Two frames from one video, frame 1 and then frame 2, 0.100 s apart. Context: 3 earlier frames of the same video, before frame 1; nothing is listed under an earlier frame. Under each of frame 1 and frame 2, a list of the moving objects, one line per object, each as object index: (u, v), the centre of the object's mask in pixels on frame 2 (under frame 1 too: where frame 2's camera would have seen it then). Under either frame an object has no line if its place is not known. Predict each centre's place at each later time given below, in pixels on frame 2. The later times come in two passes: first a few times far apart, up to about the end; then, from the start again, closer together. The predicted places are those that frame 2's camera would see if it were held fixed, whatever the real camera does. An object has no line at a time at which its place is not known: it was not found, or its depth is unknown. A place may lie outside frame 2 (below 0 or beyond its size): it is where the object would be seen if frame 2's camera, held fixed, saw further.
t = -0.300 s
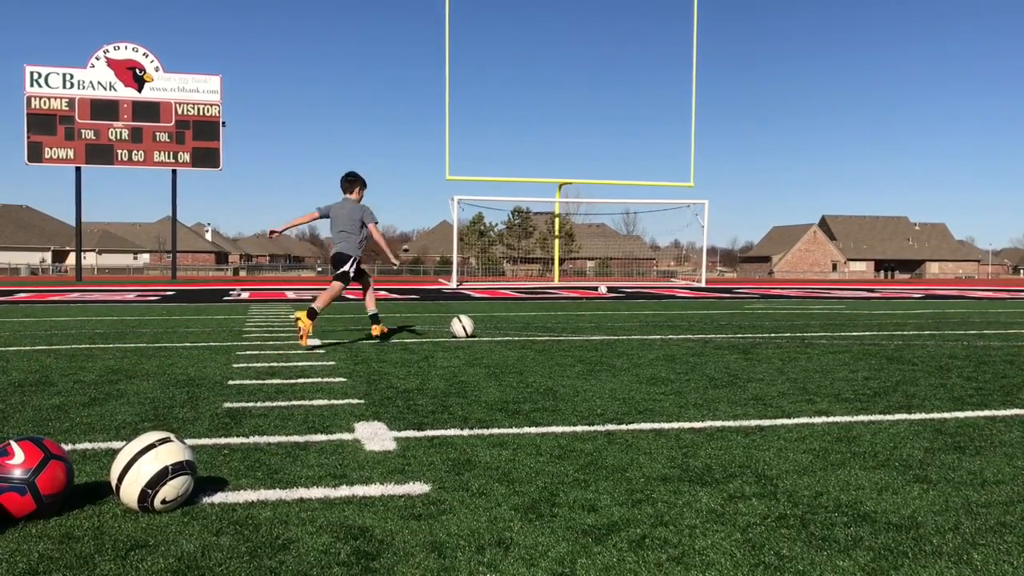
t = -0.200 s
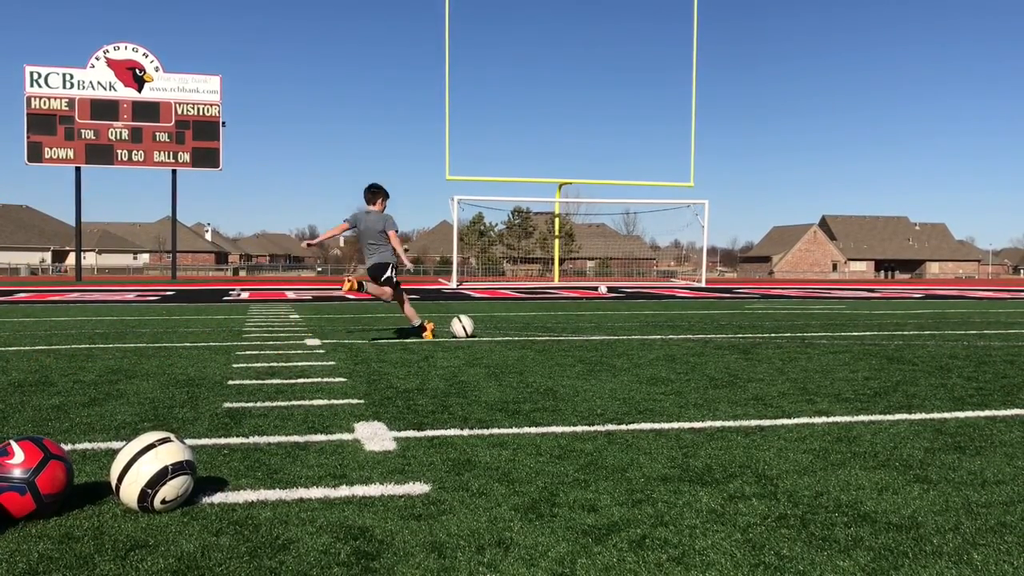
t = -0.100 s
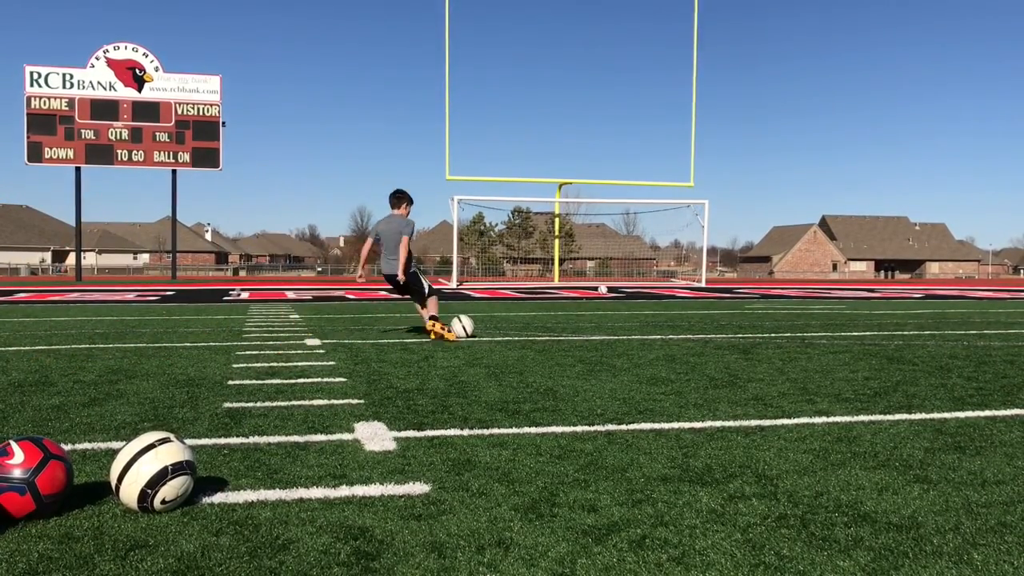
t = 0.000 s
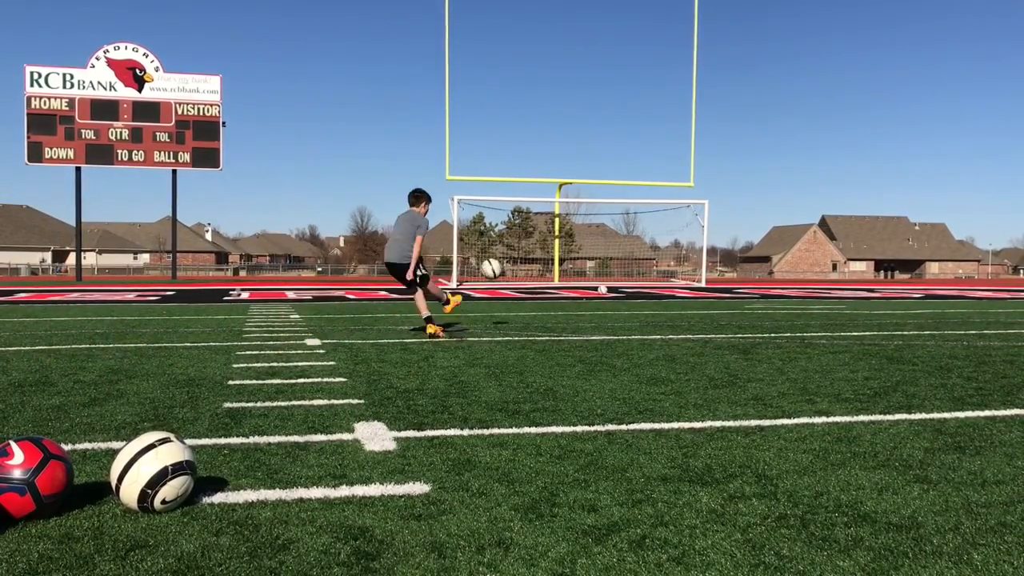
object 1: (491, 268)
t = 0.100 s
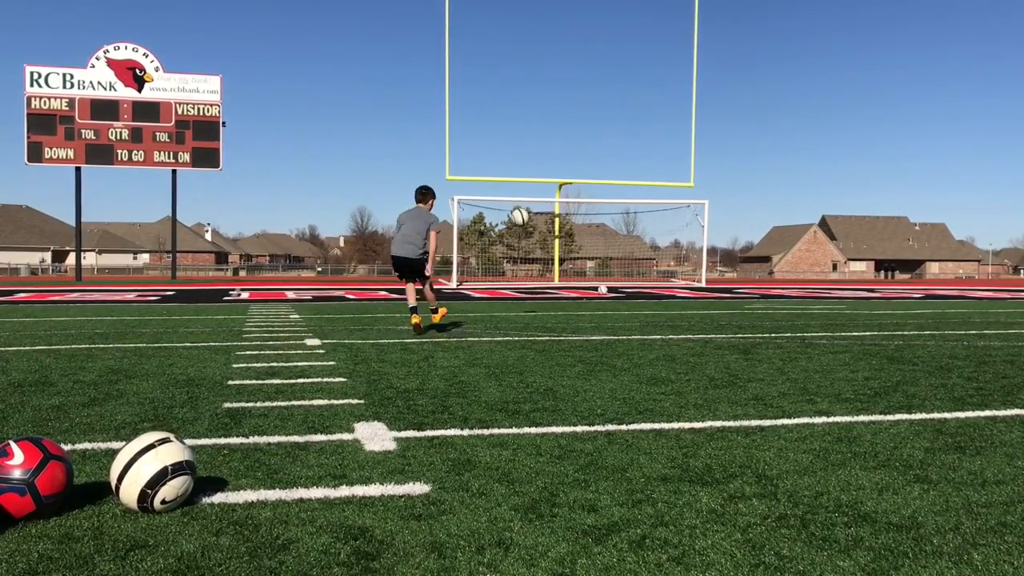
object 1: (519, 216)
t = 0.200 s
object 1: (541, 186)
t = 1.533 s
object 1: (695, 63)
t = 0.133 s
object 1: (528, 205)
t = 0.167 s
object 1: (534, 195)
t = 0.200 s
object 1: (541, 186)
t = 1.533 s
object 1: (695, 63)
